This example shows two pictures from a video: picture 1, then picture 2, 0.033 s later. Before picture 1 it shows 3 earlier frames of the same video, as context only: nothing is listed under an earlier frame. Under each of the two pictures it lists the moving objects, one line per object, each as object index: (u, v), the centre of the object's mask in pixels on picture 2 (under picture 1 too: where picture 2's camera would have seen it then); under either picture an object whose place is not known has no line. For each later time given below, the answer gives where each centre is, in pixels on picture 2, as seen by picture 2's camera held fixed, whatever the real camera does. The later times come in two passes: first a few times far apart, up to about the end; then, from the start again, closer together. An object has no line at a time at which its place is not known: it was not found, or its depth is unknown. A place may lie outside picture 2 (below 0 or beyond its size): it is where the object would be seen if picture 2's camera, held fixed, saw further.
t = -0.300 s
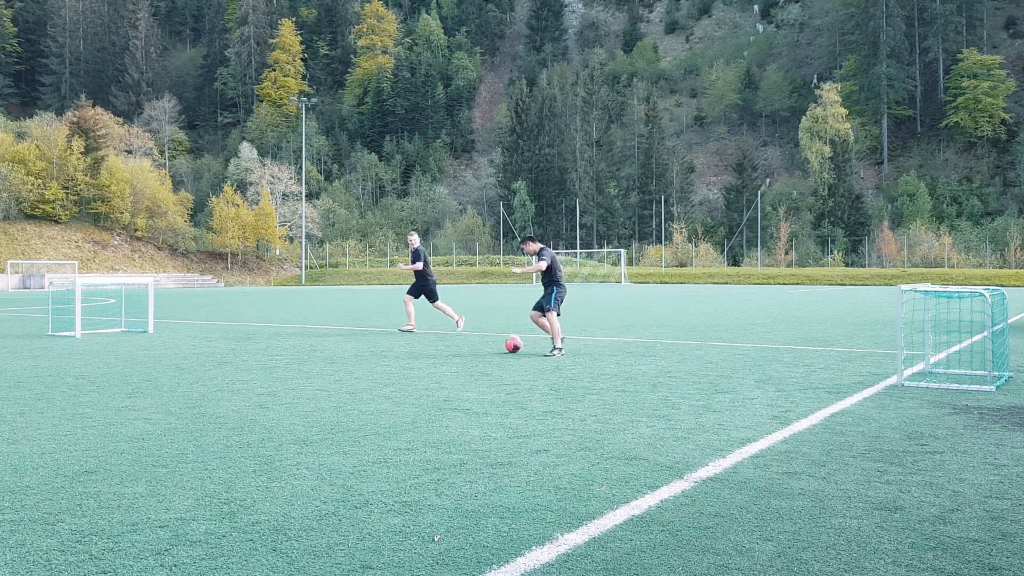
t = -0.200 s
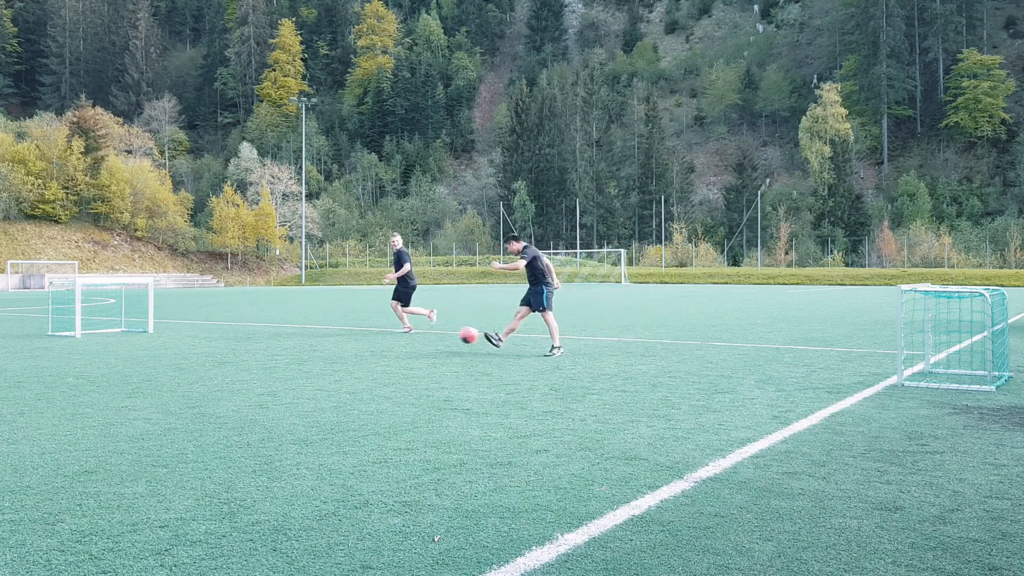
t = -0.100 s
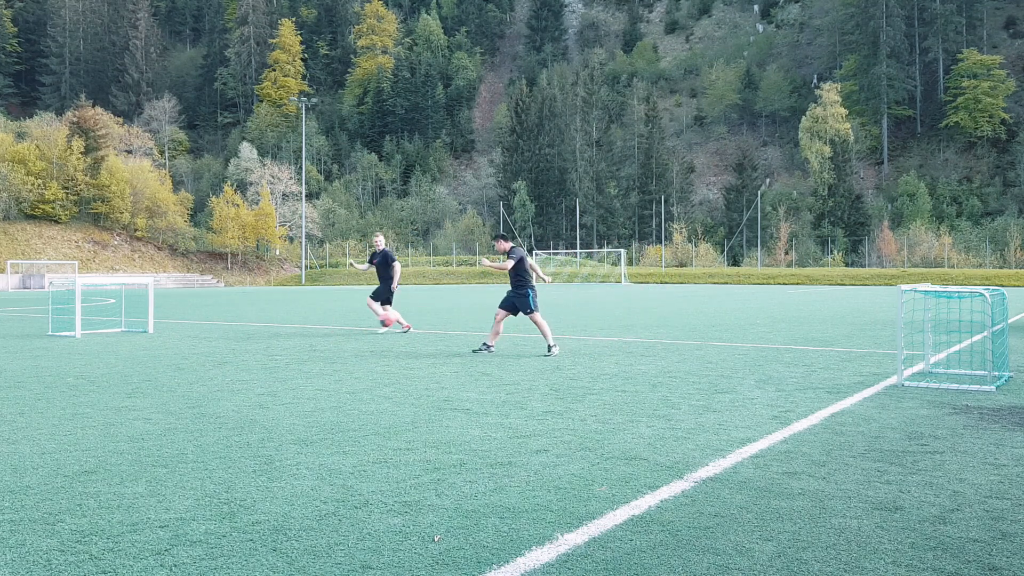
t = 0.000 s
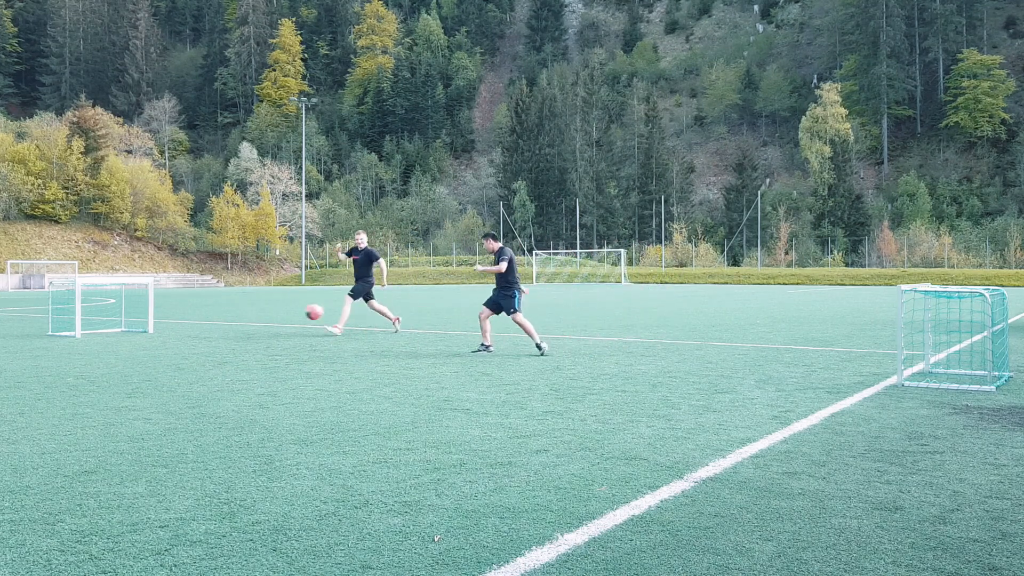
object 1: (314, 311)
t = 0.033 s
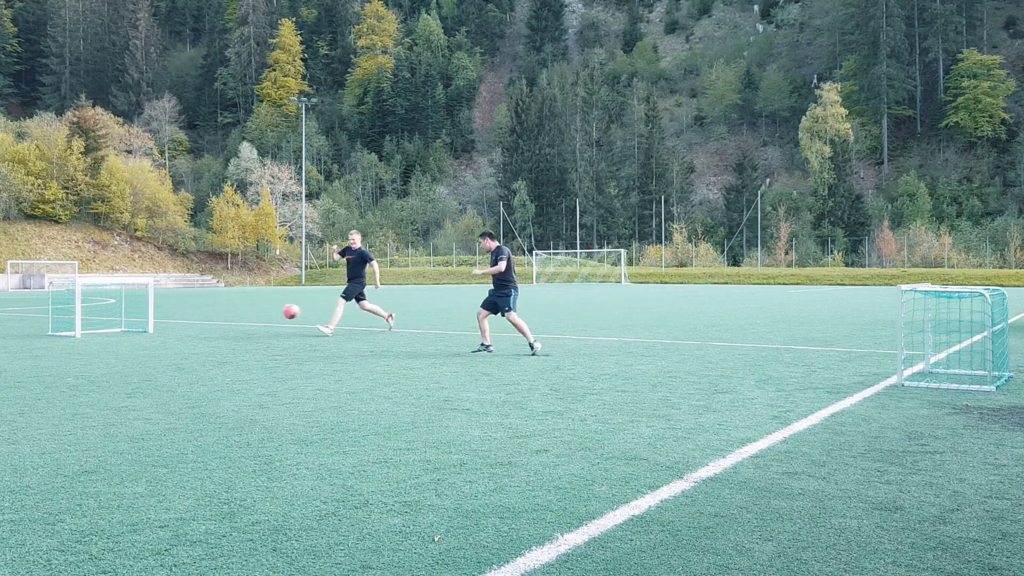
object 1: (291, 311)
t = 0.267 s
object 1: (149, 328)
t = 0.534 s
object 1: (52, 312)
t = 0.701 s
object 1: (71, 303)
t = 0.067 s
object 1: (269, 311)
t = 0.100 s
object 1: (247, 312)
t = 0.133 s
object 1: (226, 314)
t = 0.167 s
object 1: (205, 316)
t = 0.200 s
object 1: (186, 318)
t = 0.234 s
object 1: (167, 322)
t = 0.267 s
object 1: (149, 328)
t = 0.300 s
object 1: (131, 331)
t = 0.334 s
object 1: (118, 326)
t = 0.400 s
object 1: (93, 318)
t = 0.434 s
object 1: (83, 316)
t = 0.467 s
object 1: (68, 314)
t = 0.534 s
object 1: (52, 312)
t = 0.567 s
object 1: (56, 309)
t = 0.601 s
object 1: (60, 306)
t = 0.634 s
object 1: (65, 304)
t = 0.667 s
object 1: (69, 303)
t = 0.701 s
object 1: (71, 303)
